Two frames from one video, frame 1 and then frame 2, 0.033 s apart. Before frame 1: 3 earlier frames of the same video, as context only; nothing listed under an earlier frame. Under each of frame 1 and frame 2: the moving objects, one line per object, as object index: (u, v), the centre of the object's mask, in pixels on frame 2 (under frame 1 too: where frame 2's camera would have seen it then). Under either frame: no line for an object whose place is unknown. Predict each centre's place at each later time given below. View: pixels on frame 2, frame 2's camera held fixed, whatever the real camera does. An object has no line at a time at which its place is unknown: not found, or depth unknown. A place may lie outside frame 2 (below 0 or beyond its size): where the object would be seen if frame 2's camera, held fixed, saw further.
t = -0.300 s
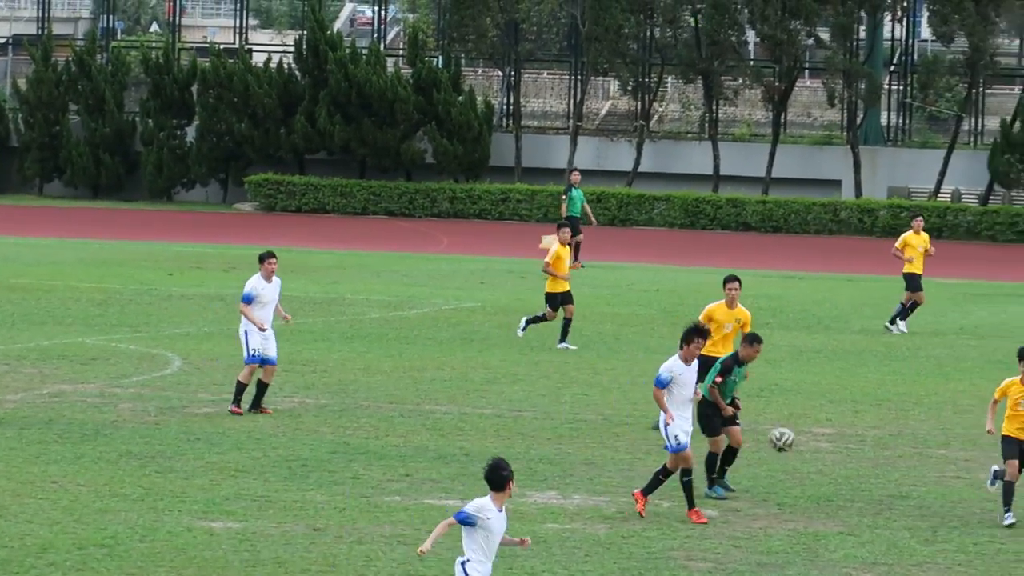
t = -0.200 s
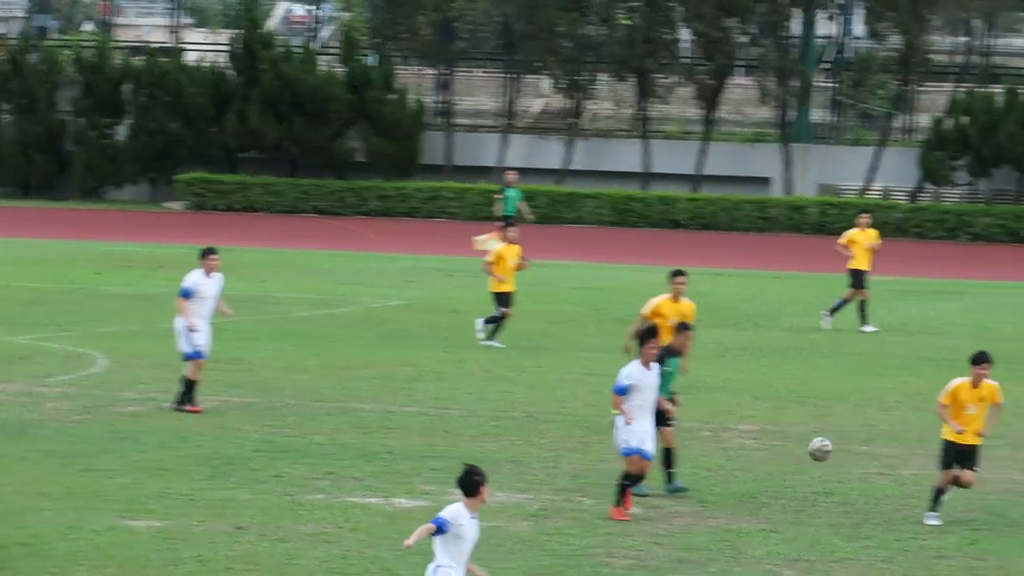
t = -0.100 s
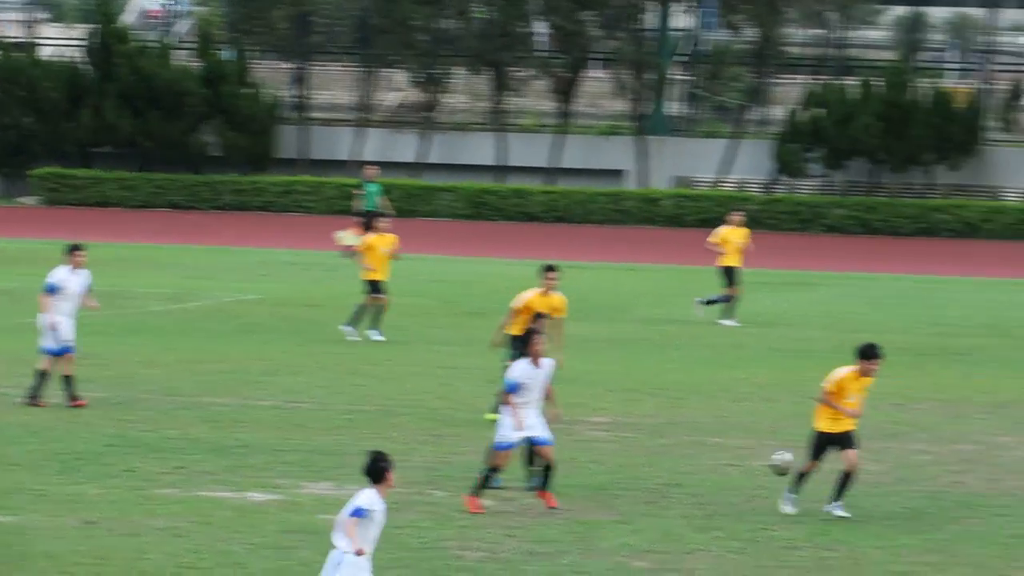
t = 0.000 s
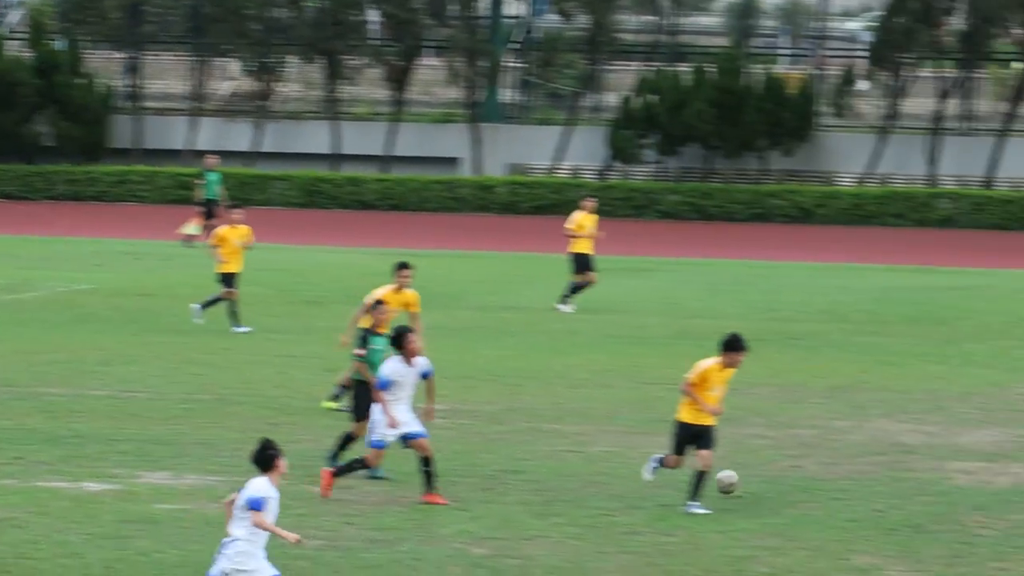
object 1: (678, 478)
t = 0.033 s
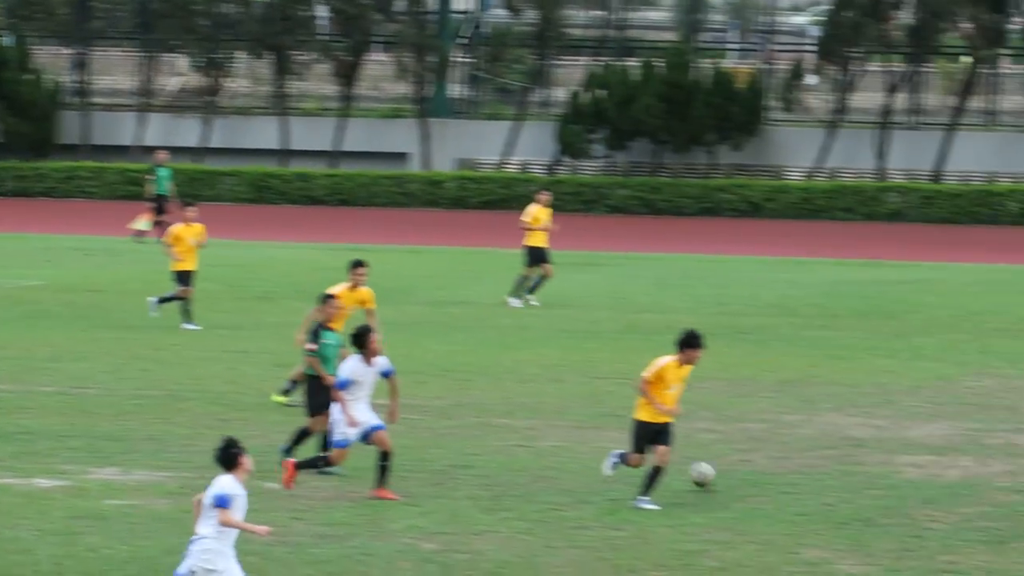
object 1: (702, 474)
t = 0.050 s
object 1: (712, 467)
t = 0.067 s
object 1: (722, 461)
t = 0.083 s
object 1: (730, 454)
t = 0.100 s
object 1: (740, 449)
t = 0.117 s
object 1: (748, 443)
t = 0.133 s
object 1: (758, 438)
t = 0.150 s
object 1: (767, 434)
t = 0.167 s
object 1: (776, 429)
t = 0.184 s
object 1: (785, 426)
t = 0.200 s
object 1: (794, 422)
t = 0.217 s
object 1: (804, 419)
